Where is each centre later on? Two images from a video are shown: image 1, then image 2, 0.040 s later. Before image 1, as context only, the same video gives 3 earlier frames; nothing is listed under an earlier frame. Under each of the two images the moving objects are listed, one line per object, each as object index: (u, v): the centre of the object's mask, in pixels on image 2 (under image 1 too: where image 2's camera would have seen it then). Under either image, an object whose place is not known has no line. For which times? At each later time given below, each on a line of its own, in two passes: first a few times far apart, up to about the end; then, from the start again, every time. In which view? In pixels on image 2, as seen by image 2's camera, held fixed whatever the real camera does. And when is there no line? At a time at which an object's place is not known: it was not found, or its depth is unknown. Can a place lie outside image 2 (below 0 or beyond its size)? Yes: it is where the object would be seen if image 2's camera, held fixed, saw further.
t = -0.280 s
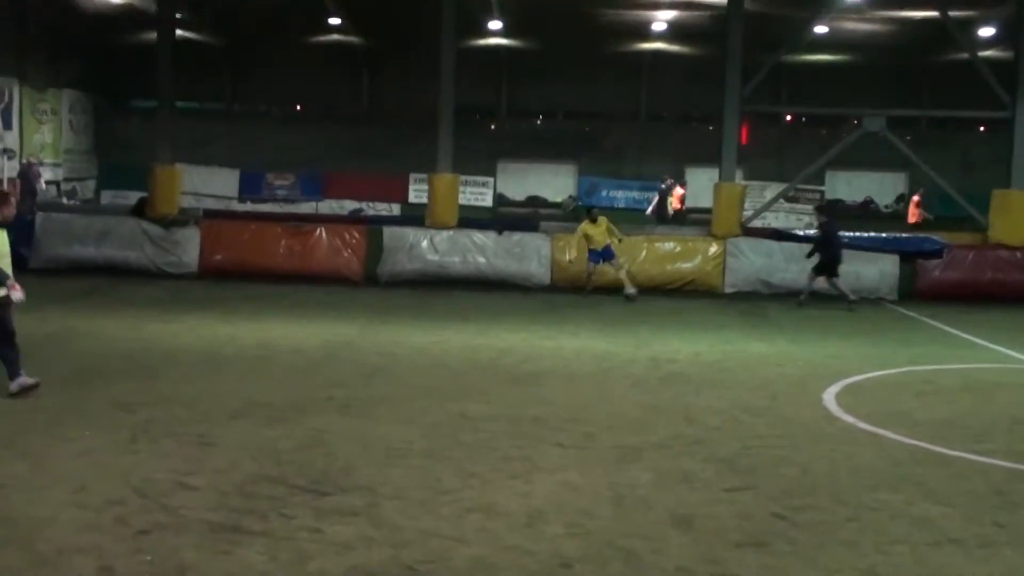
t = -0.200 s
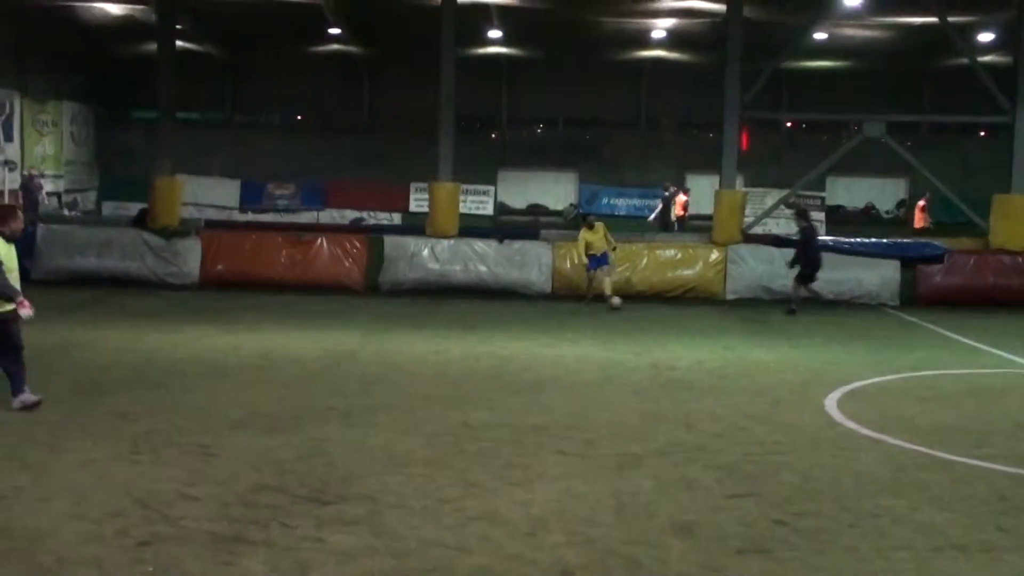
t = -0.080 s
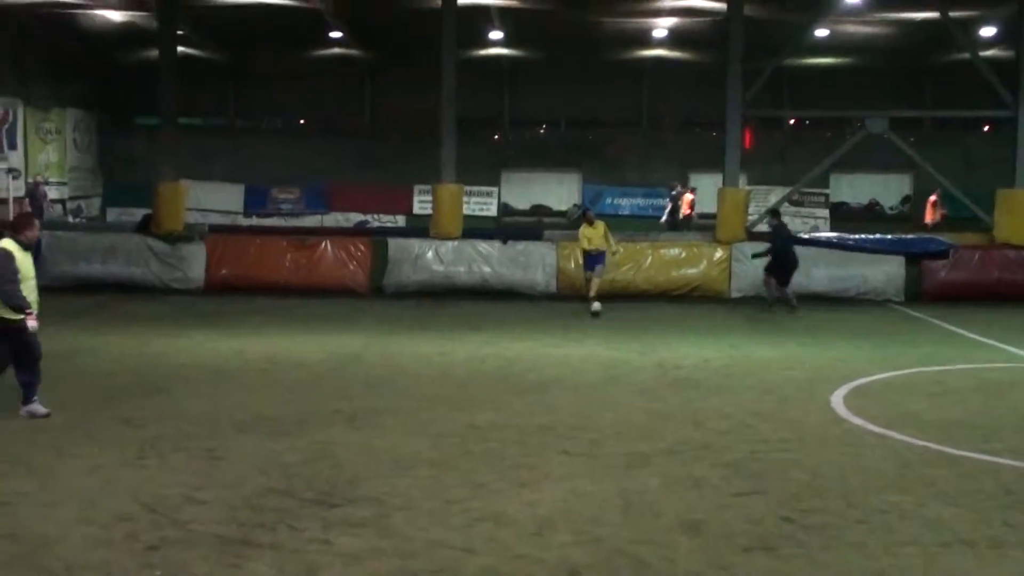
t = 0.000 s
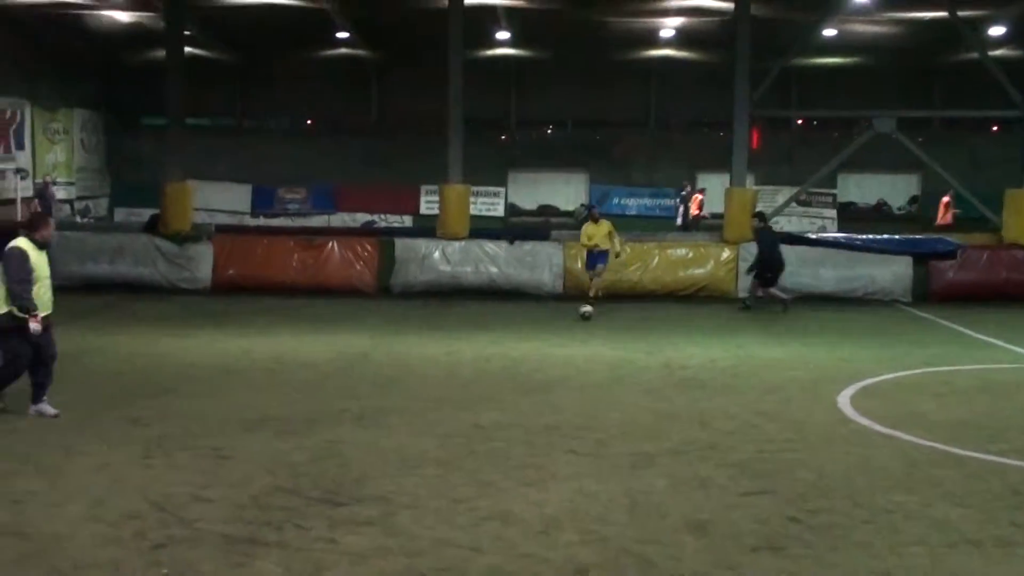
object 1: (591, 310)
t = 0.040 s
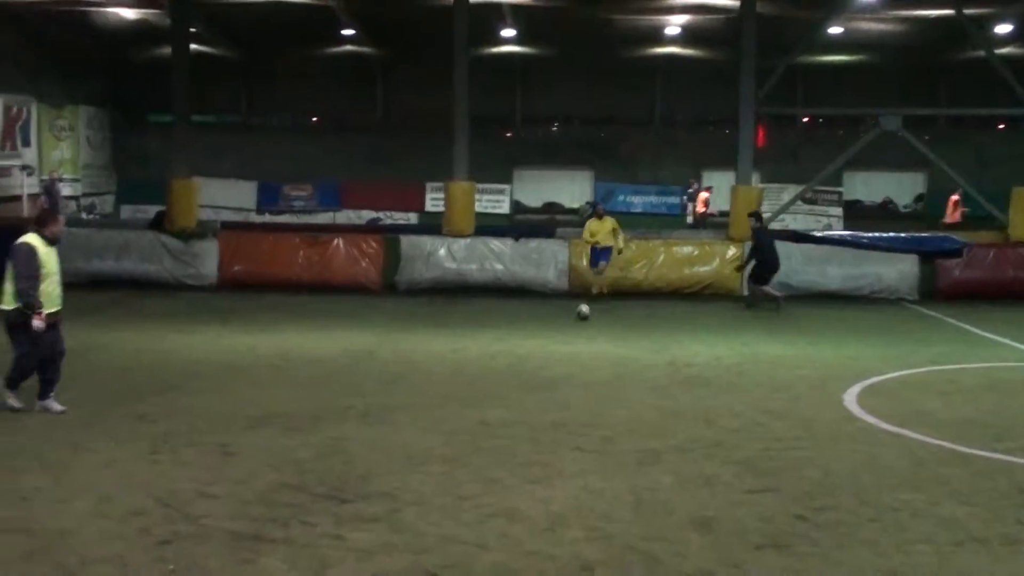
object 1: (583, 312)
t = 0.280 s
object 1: (534, 323)
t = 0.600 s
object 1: (468, 337)
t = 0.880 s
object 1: (401, 352)
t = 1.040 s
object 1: (358, 362)
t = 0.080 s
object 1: (575, 315)
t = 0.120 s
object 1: (567, 316)
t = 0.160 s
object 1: (558, 318)
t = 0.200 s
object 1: (550, 320)
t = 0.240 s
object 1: (542, 321)
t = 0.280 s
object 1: (534, 323)
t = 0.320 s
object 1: (526, 324)
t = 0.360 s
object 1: (518, 326)
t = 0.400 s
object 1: (510, 328)
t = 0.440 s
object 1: (502, 330)
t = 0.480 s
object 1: (494, 331)
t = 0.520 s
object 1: (485, 333)
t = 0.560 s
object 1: (477, 334)
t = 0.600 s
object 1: (468, 337)
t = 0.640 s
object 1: (459, 339)
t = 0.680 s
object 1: (450, 341)
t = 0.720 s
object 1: (440, 343)
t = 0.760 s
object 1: (431, 345)
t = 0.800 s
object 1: (421, 346)
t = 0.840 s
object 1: (411, 348)
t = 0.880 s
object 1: (401, 352)
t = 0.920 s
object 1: (391, 354)
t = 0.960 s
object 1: (380, 356)
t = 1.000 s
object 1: (370, 360)
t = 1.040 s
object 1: (358, 362)
